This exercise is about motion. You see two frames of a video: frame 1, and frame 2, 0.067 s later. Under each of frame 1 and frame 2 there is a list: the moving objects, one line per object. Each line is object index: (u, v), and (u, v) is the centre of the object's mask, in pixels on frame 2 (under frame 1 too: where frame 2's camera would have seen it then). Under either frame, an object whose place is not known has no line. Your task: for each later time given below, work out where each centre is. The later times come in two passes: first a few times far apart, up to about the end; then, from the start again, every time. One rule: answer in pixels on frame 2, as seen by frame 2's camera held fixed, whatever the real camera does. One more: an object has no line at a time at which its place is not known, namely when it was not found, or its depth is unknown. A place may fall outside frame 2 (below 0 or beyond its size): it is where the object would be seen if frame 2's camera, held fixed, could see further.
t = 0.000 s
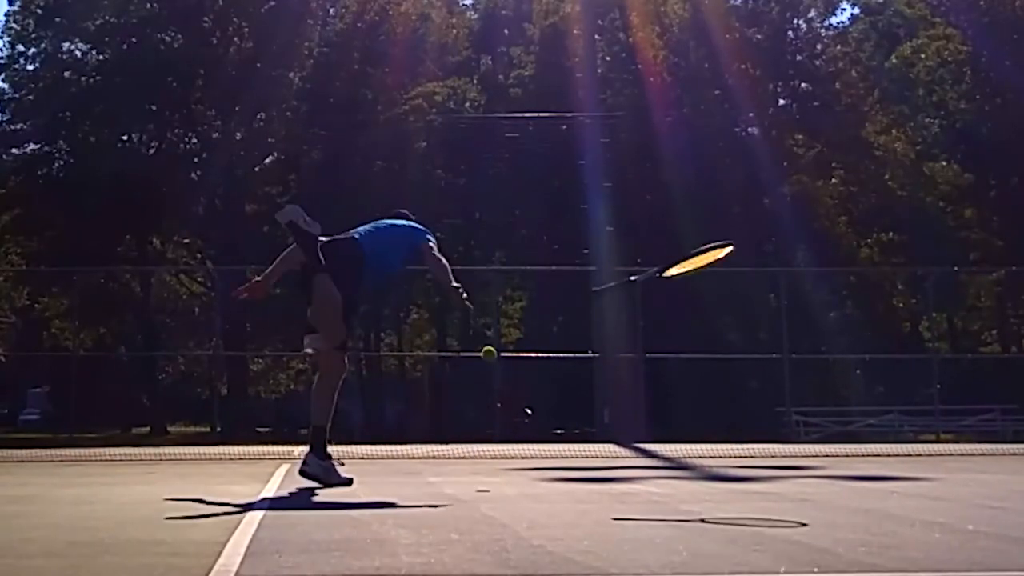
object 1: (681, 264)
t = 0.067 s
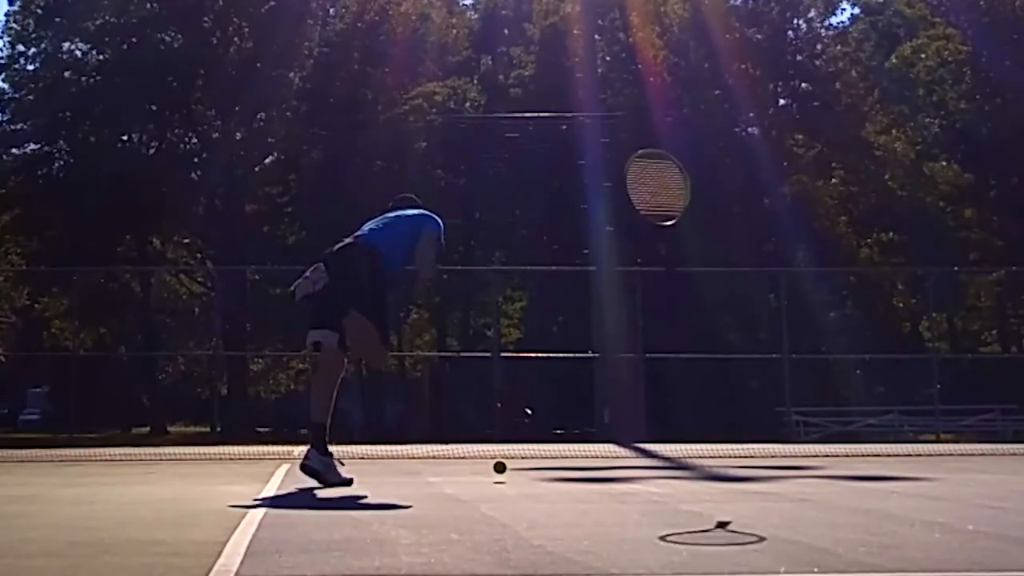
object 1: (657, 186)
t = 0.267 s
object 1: (672, 194)
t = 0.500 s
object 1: (598, 148)
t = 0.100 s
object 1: (635, 170)
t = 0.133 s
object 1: (622, 168)
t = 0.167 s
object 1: (634, 171)
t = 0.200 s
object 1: (629, 183)
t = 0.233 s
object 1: (647, 183)
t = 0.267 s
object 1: (672, 194)
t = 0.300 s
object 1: (687, 165)
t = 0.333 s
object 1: (685, 138)
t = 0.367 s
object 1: (679, 121)
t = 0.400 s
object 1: (671, 105)
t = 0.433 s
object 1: (646, 101)
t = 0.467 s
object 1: (614, 108)
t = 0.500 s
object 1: (598, 148)
